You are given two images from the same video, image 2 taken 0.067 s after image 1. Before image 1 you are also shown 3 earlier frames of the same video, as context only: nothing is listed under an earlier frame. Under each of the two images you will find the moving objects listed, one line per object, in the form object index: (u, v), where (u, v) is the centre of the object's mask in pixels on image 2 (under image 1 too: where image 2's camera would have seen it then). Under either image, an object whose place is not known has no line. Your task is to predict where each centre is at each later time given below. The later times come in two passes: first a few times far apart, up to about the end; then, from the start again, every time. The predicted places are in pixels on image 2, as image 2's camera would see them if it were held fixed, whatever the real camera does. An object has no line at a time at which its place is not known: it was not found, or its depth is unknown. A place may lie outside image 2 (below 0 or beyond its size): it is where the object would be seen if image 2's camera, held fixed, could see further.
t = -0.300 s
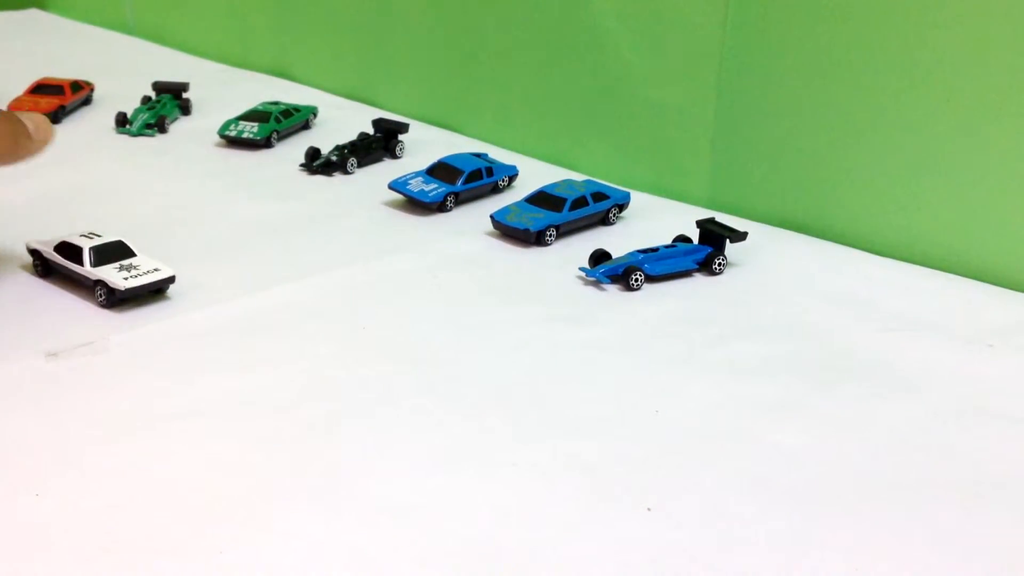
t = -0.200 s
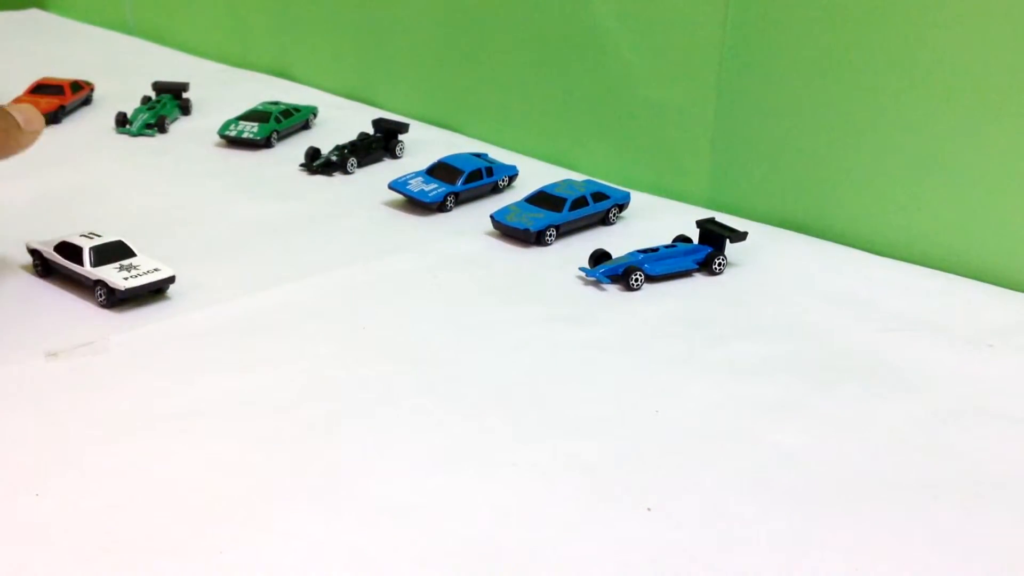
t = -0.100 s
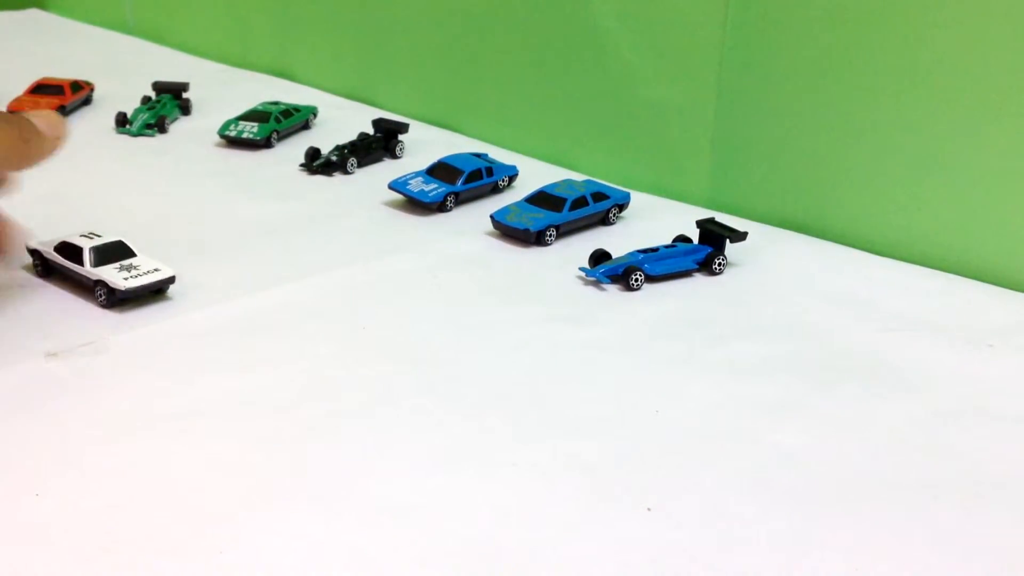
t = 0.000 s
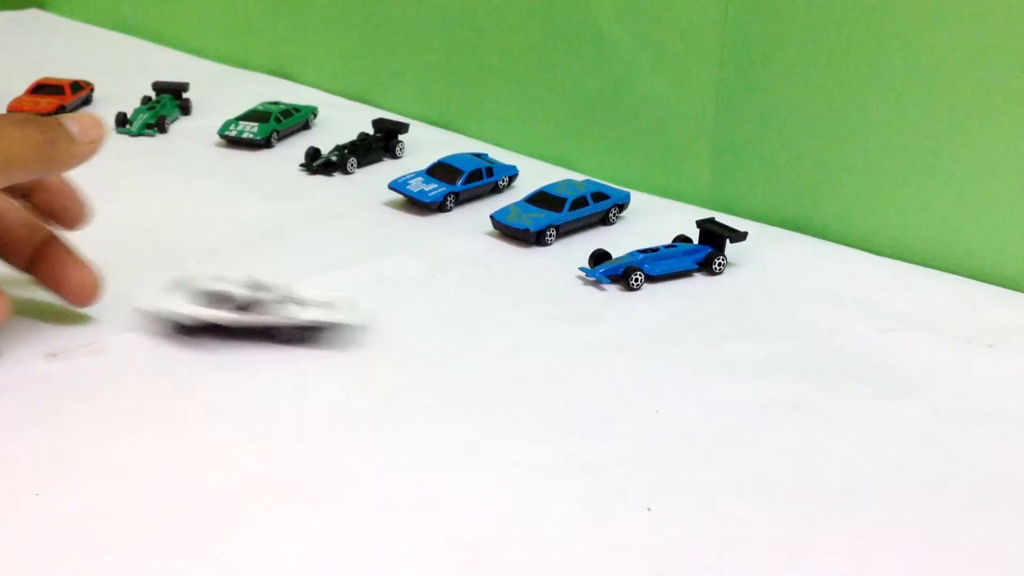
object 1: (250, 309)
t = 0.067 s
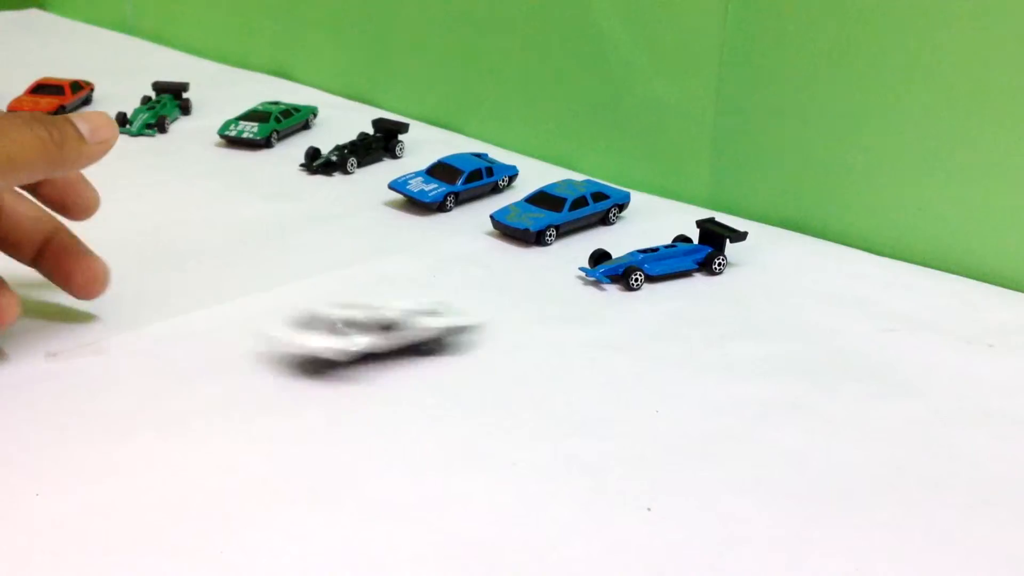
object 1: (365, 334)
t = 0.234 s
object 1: (507, 336)
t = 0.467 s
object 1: (508, 335)
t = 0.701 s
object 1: (508, 336)
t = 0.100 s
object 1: (417, 337)
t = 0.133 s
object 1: (457, 340)
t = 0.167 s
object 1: (487, 340)
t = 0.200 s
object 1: (500, 339)
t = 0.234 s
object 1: (507, 336)
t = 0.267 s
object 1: (508, 335)
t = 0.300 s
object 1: (508, 335)
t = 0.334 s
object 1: (508, 335)
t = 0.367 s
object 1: (508, 335)
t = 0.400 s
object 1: (508, 335)
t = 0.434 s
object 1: (508, 335)
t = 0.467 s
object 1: (508, 335)
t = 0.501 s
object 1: (508, 335)
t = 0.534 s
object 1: (508, 336)
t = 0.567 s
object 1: (508, 336)
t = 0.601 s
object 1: (508, 335)
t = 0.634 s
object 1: (508, 335)
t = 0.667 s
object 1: (508, 336)
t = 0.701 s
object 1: (508, 336)
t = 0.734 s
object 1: (508, 336)
